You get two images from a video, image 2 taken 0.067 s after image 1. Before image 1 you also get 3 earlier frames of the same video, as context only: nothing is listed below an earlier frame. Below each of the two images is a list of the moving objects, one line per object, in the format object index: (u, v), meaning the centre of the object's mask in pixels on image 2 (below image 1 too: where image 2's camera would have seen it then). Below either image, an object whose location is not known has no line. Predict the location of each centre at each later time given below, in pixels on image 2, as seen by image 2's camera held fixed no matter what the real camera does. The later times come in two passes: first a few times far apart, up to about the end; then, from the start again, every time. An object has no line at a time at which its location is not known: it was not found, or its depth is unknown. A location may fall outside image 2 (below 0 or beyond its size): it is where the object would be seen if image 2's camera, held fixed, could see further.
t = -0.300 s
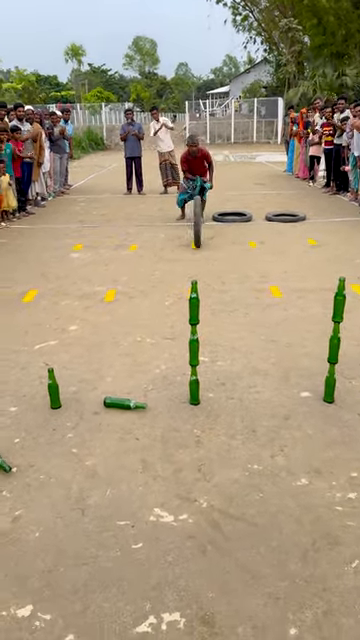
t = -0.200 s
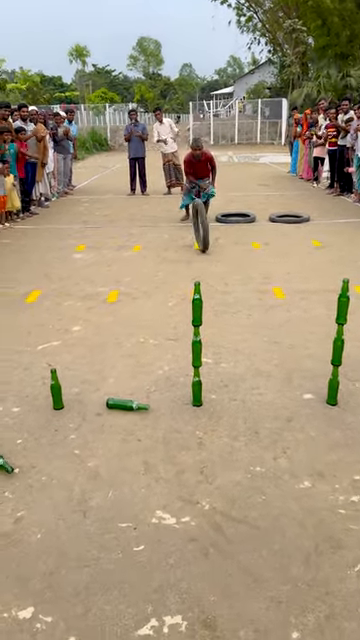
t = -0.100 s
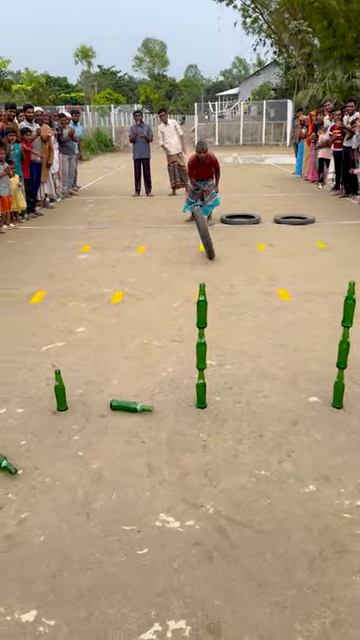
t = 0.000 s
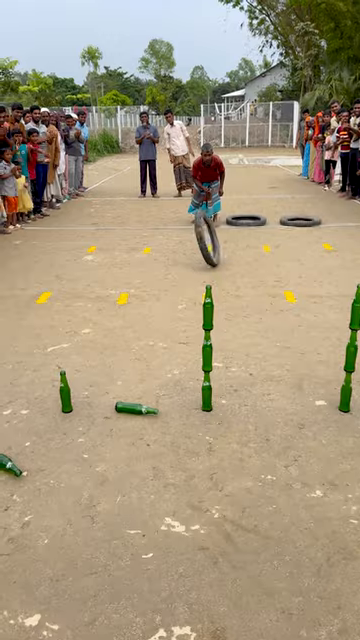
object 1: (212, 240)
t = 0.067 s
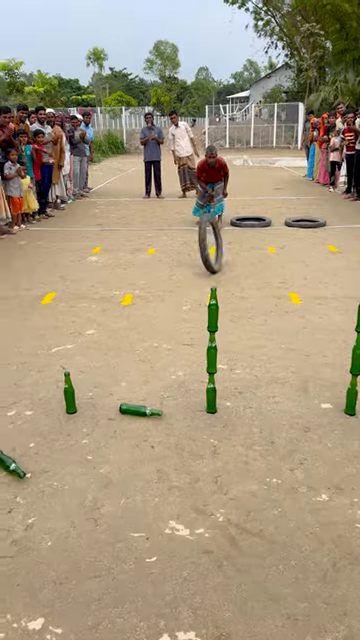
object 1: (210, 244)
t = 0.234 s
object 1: (205, 253)
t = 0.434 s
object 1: (192, 267)
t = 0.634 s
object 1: (175, 281)
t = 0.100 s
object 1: (209, 246)
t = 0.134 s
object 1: (208, 247)
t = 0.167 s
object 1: (207, 249)
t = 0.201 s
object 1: (206, 250)
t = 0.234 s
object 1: (205, 253)
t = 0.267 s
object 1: (203, 256)
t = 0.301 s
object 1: (201, 258)
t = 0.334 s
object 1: (199, 261)
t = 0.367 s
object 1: (197, 263)
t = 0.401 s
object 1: (194, 264)
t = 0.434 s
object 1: (192, 267)
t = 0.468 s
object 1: (189, 269)
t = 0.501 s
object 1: (187, 271)
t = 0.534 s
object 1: (184, 273)
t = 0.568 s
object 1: (181, 275)
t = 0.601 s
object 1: (178, 278)
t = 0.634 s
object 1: (175, 281)
